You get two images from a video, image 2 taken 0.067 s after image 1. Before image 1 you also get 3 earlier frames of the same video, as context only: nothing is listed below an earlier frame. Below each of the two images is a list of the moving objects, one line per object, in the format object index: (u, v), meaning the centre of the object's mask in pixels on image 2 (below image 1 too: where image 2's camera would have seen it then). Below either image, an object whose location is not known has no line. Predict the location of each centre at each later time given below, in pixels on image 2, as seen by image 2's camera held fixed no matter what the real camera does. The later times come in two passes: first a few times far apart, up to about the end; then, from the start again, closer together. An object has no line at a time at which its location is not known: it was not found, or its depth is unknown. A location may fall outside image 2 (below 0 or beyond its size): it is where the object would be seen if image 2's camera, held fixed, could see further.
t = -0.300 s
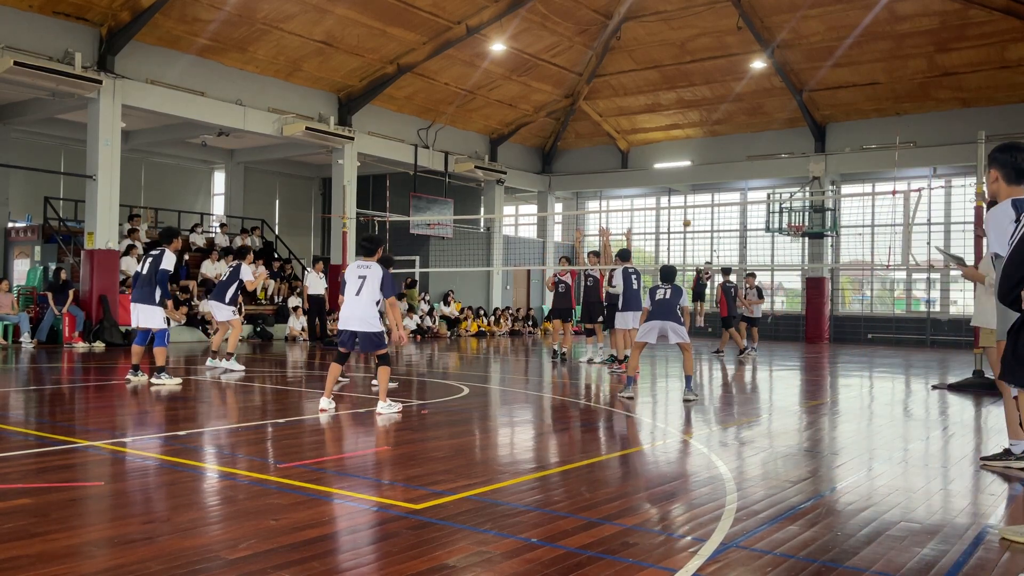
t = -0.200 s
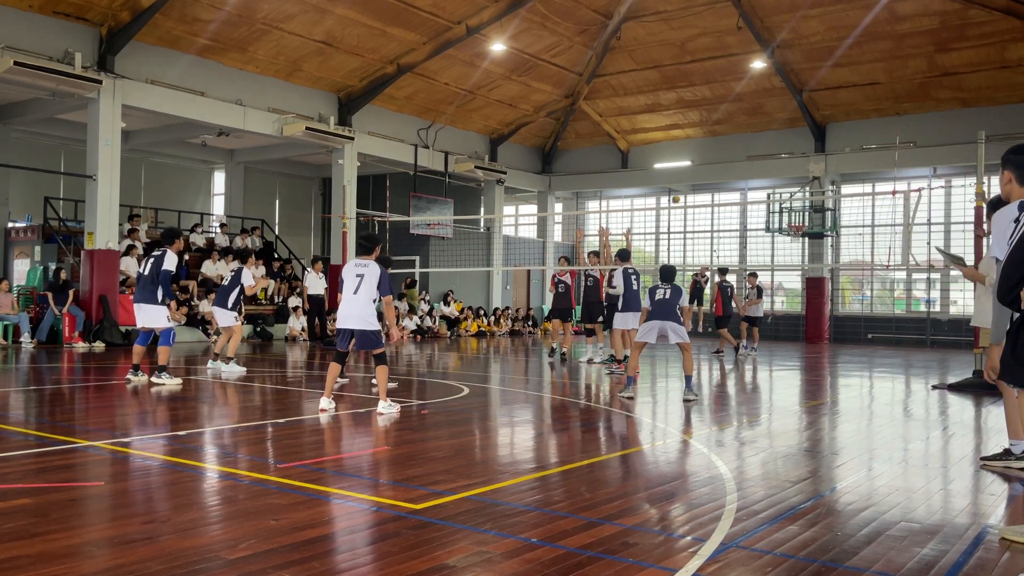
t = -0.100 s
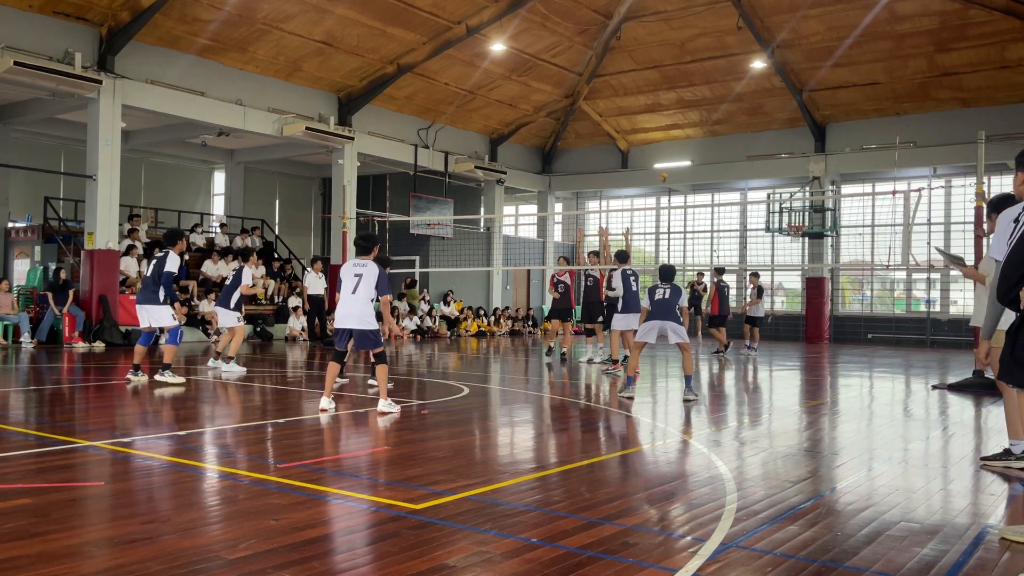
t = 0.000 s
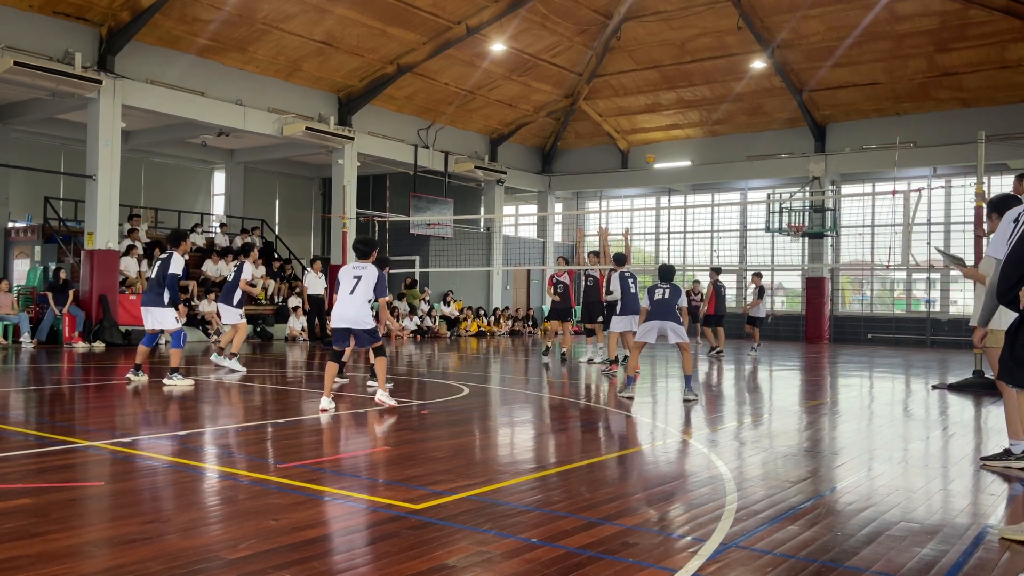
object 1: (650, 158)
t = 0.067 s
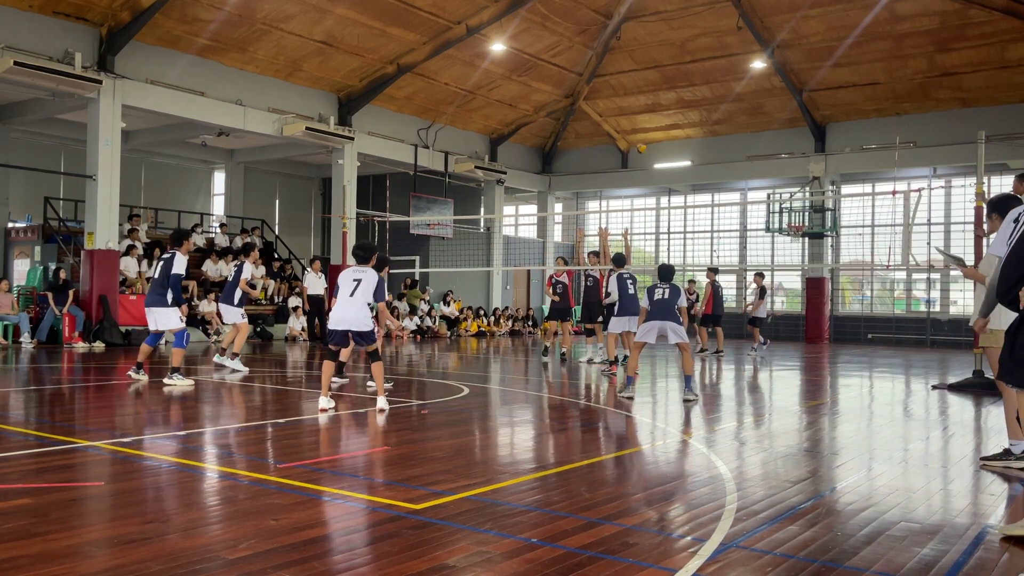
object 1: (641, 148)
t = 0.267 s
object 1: (613, 125)
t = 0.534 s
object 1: (565, 117)
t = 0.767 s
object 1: (508, 143)
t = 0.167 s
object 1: (628, 134)
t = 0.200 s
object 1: (623, 131)
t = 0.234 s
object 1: (618, 128)
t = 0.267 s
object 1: (613, 125)
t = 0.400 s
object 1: (591, 117)
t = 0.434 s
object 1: (585, 116)
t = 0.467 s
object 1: (578, 115)
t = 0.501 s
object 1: (572, 116)
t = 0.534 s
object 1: (565, 117)
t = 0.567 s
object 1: (557, 119)
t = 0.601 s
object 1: (550, 121)
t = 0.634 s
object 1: (542, 124)
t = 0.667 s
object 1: (535, 128)
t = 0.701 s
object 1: (526, 132)
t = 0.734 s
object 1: (517, 137)
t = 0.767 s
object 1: (508, 143)
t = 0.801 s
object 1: (498, 151)
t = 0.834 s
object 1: (488, 158)
